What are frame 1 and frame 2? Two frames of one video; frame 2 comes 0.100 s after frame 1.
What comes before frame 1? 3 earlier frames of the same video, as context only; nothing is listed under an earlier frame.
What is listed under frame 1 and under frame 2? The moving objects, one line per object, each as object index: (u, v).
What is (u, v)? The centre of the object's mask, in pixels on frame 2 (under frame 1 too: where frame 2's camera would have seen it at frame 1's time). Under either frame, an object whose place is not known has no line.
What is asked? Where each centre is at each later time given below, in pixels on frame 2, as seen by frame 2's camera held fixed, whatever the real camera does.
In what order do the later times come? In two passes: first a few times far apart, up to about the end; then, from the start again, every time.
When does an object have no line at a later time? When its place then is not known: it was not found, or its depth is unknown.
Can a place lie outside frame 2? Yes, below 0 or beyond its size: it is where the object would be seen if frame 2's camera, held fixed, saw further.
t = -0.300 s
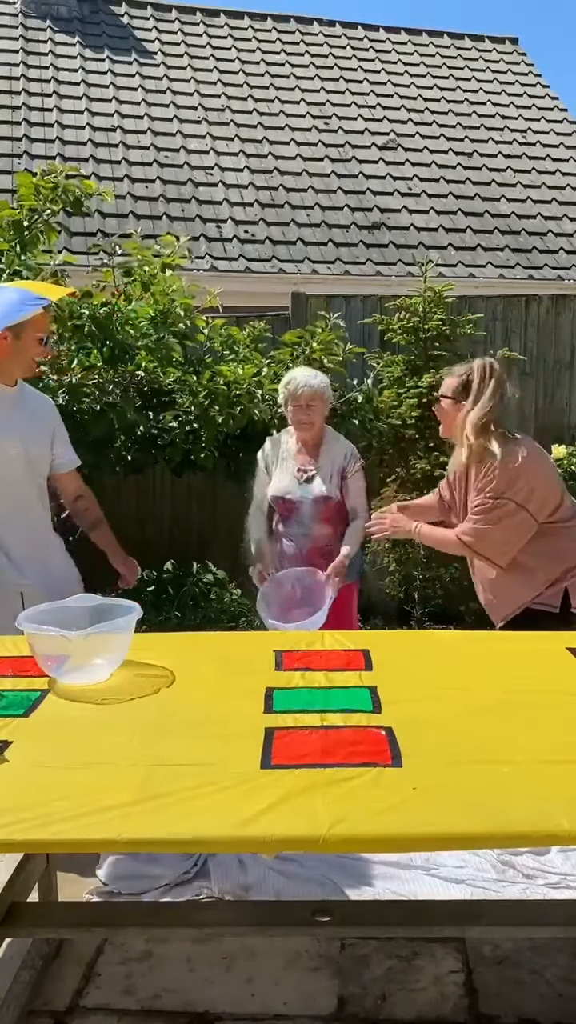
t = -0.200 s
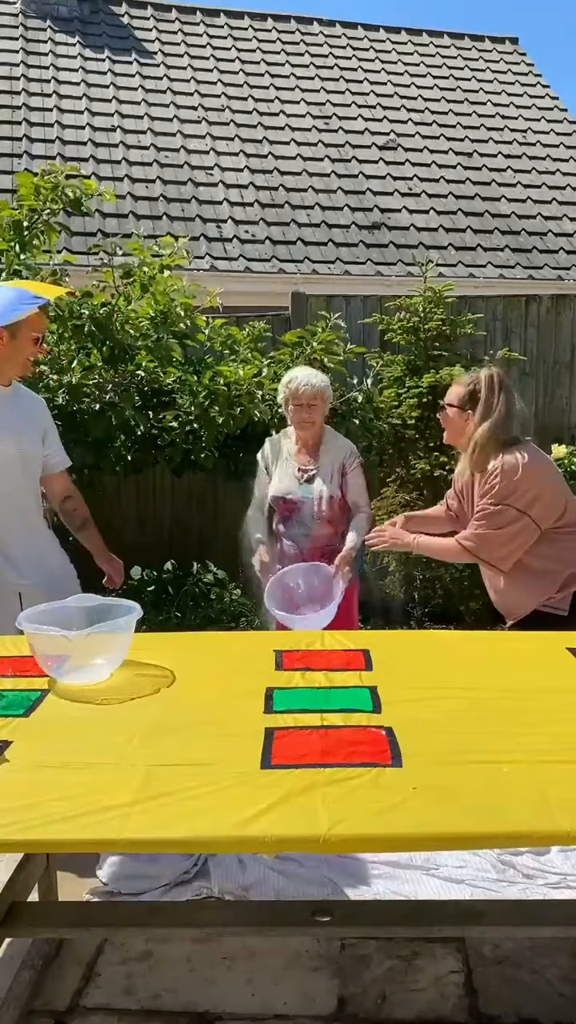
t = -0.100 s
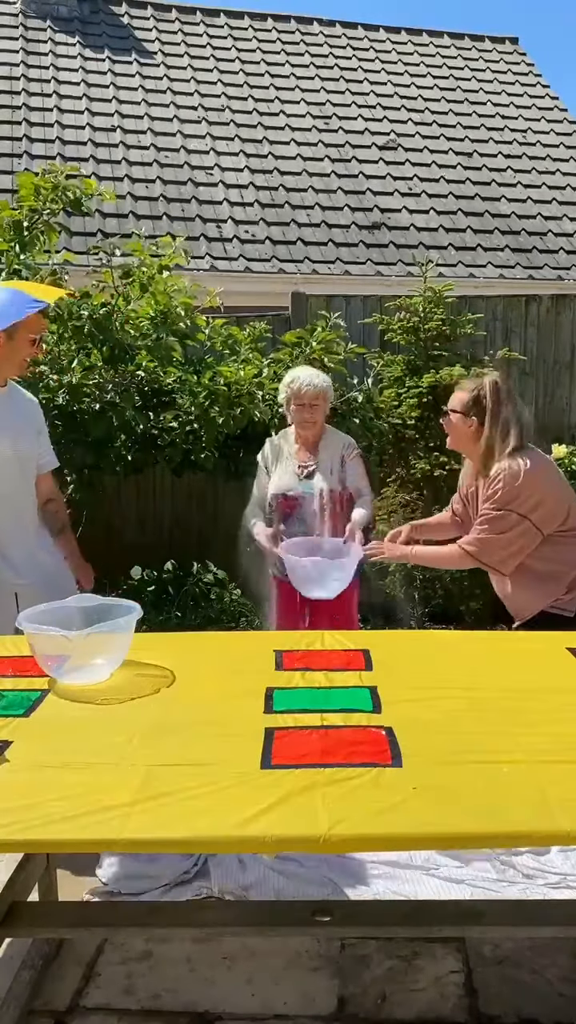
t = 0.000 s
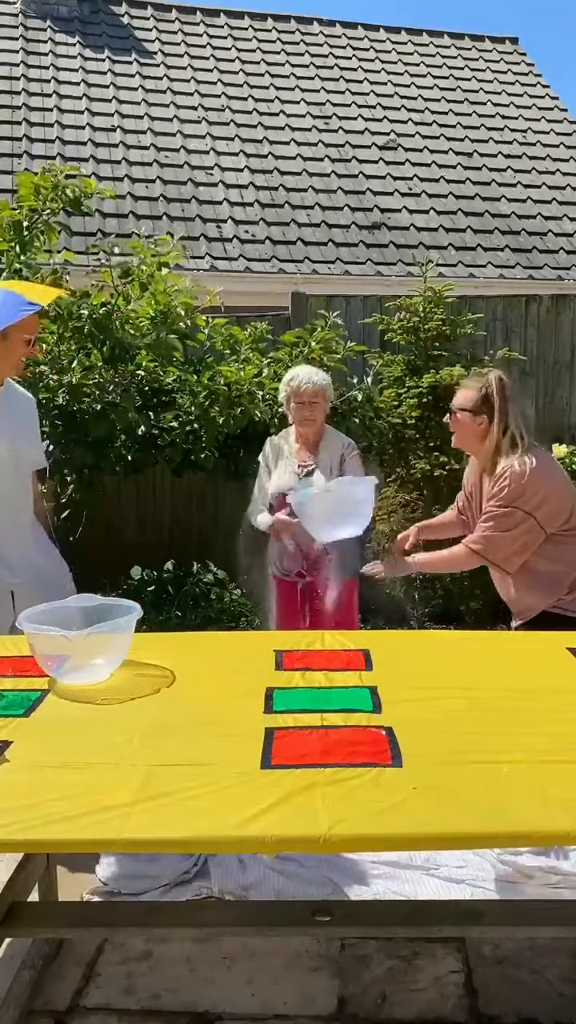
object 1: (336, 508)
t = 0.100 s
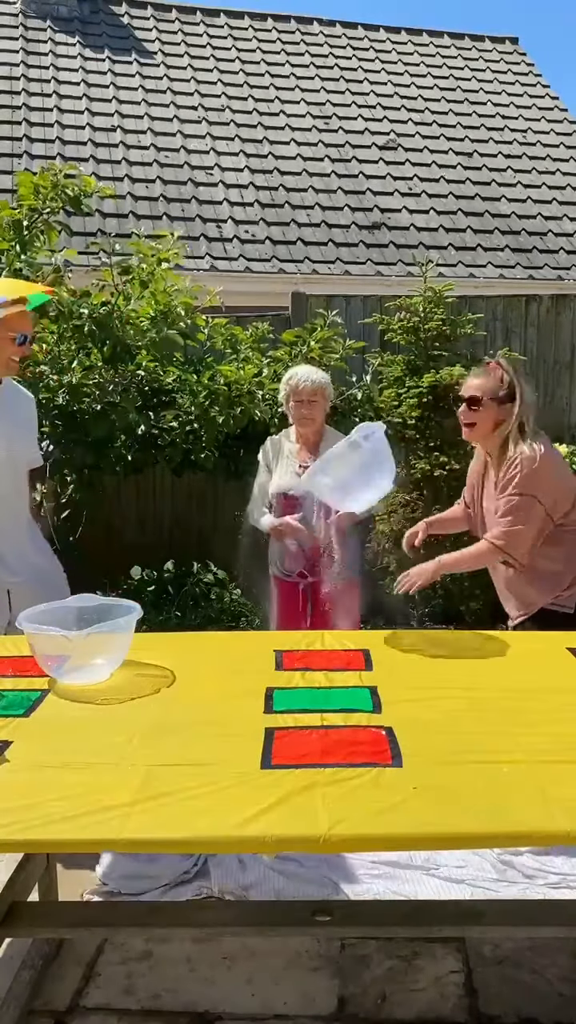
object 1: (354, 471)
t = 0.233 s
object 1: (387, 477)
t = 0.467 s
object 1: (448, 695)
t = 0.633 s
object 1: (534, 752)
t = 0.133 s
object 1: (361, 466)
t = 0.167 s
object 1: (369, 465)
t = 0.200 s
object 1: (377, 469)
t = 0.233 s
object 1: (387, 477)
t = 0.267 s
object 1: (396, 490)
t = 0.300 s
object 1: (403, 509)
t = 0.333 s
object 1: (410, 535)
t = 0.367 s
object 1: (418, 568)
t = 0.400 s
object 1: (426, 610)
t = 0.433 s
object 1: (436, 661)
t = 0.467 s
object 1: (448, 695)
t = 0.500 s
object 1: (468, 697)
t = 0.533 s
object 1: (495, 713)
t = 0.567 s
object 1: (510, 744)
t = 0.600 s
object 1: (521, 748)
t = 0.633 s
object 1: (534, 752)
